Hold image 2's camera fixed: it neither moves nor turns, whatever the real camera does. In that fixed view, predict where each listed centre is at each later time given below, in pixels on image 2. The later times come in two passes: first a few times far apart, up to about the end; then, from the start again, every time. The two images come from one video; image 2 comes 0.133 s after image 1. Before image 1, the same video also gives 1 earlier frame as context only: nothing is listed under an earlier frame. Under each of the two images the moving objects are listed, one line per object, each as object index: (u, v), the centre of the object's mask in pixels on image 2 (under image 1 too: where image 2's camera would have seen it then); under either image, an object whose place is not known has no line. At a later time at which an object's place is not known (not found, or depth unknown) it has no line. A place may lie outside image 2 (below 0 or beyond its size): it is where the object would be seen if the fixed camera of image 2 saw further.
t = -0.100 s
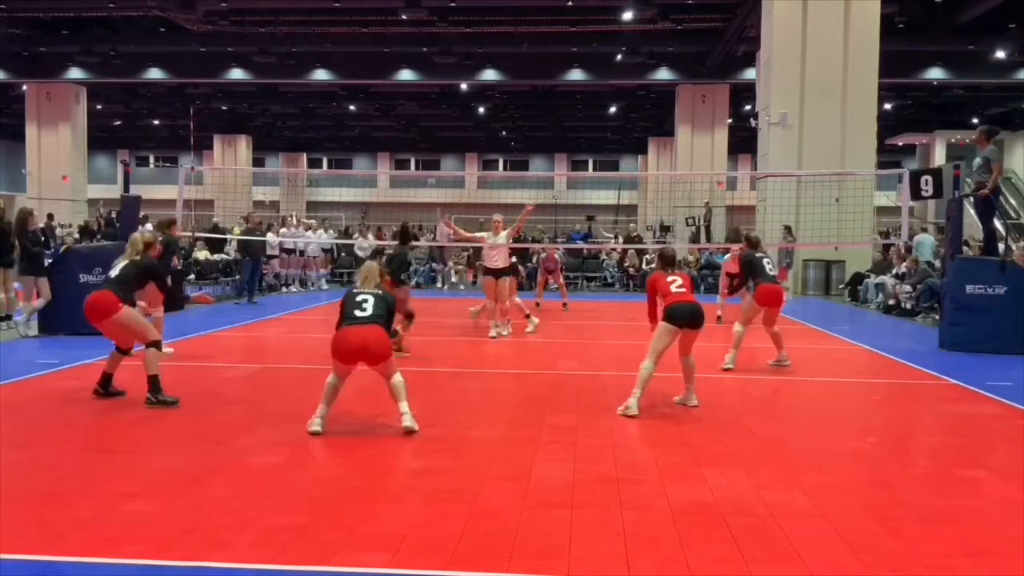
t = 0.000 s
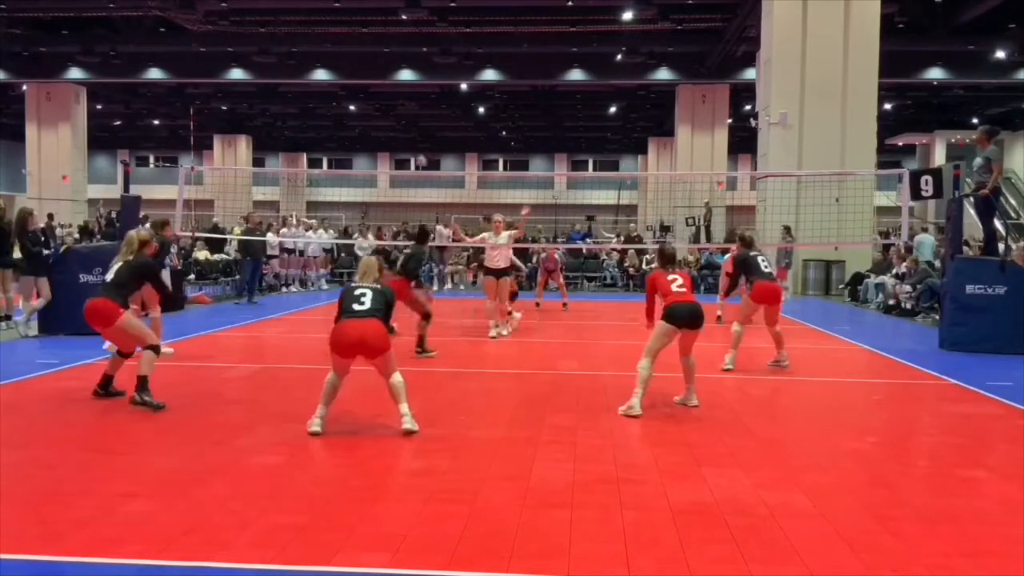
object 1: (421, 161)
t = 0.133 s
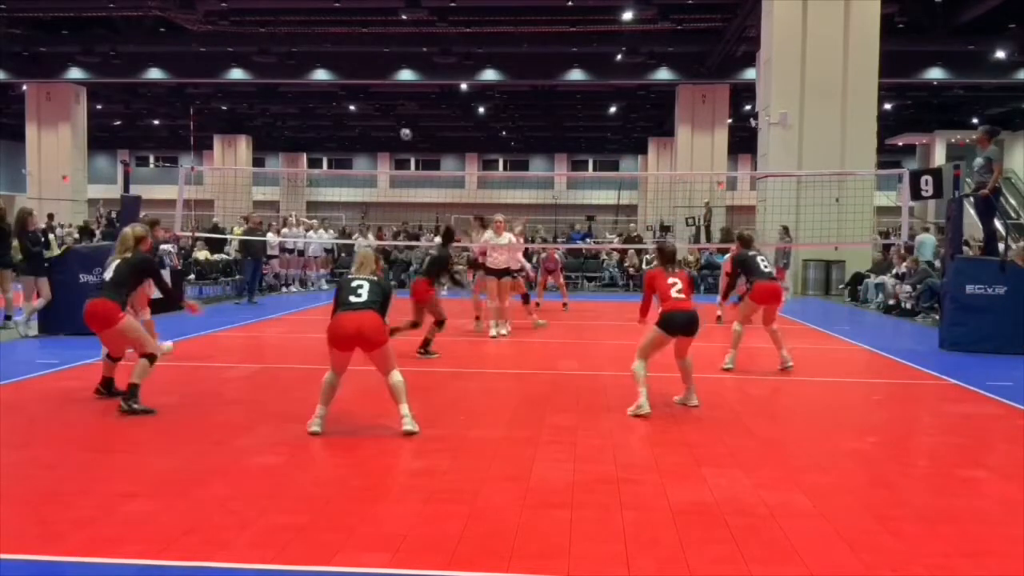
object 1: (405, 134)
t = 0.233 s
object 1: (393, 116)
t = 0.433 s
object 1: (363, 88)
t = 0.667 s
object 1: (313, 76)
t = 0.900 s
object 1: (237, 114)
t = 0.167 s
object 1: (402, 128)
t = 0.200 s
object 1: (397, 122)
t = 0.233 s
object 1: (393, 116)
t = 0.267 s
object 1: (388, 111)
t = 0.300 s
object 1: (384, 106)
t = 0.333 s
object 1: (379, 101)
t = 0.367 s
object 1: (374, 96)
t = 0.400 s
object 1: (368, 92)
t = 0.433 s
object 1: (363, 88)
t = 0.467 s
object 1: (357, 84)
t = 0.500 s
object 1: (350, 81)
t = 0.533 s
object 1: (344, 79)
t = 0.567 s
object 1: (338, 78)
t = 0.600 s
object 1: (332, 77)
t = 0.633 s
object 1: (323, 76)
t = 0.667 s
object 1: (313, 76)
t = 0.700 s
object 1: (304, 79)
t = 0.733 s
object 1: (295, 81)
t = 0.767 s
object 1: (284, 85)
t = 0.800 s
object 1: (274, 90)
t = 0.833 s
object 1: (262, 97)
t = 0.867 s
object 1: (250, 104)
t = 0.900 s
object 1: (237, 114)
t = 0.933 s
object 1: (223, 125)
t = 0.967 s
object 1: (205, 140)
